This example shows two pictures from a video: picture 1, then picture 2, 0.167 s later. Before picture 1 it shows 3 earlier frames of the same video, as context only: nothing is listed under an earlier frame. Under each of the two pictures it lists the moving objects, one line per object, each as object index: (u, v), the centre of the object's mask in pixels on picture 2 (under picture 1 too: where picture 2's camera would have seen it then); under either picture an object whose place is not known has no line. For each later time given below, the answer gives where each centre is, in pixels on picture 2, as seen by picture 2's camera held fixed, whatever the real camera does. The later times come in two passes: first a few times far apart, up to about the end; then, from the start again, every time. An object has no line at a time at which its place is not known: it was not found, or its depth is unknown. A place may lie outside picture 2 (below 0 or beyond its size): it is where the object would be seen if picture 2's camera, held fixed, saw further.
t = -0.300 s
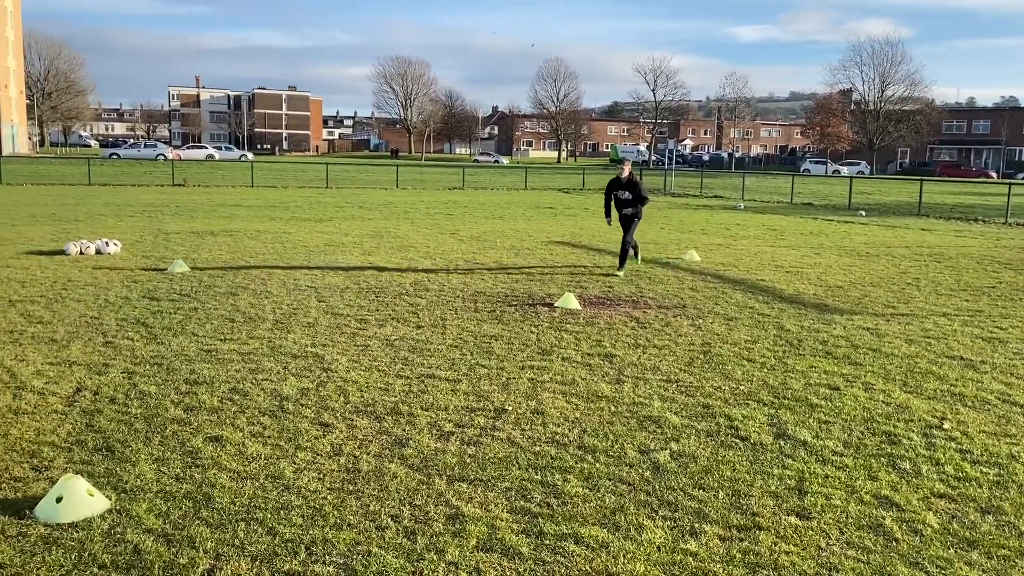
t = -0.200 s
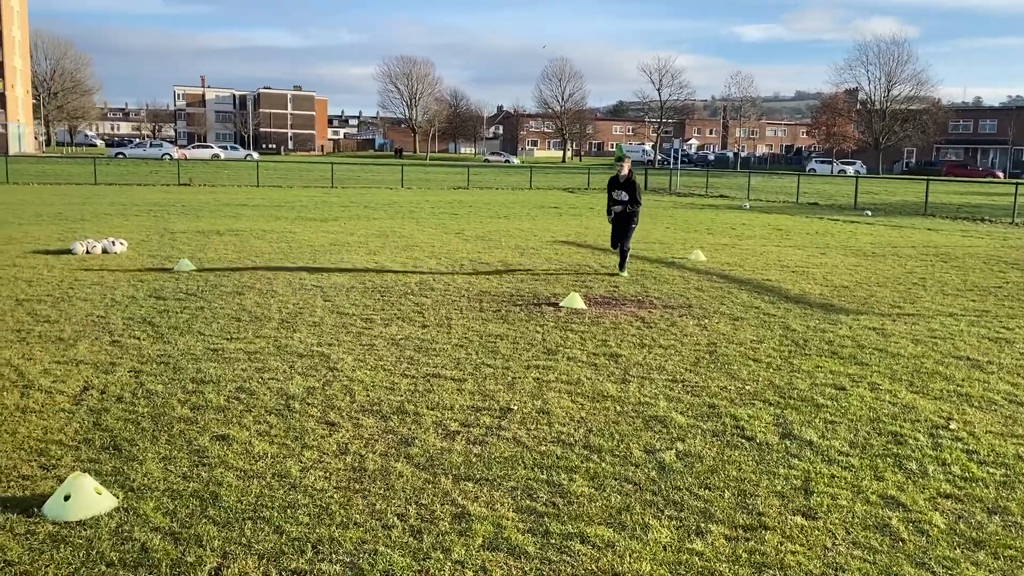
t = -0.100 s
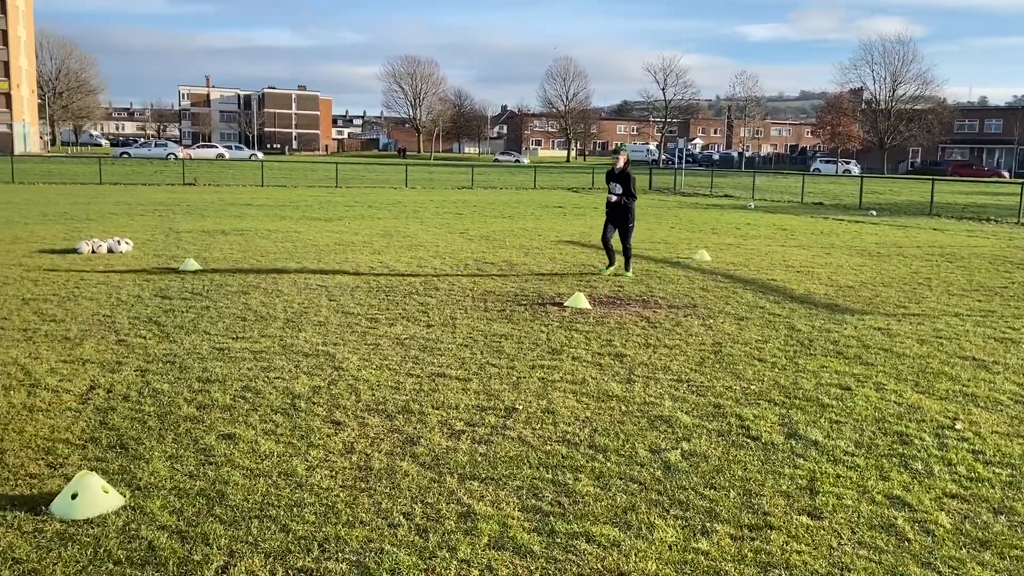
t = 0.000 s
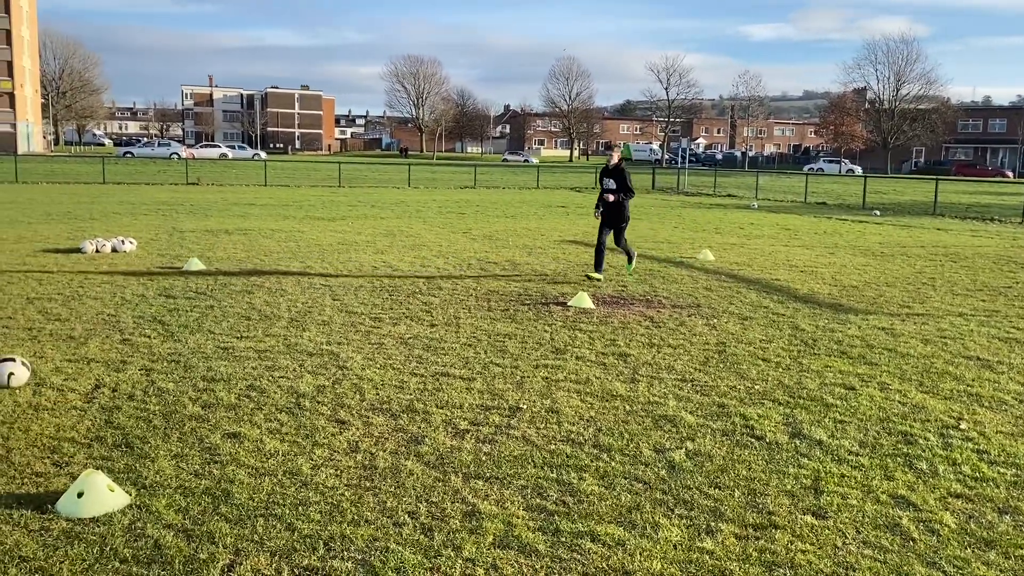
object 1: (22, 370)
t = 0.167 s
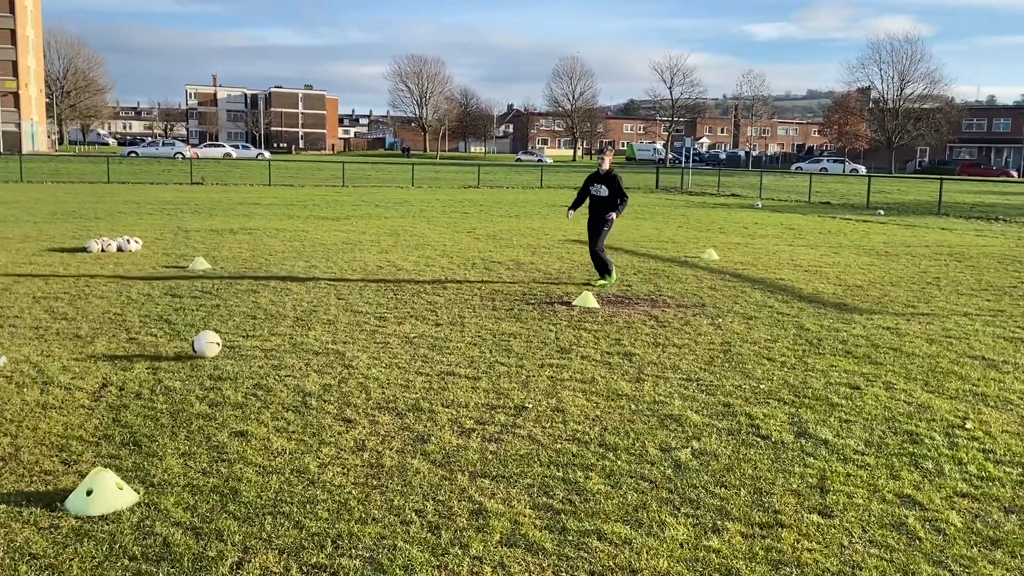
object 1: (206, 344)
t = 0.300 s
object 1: (310, 328)
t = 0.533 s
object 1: (434, 310)
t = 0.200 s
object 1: (234, 338)
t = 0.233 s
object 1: (261, 332)
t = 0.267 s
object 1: (287, 329)
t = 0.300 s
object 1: (310, 328)
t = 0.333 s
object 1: (333, 327)
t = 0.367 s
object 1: (352, 323)
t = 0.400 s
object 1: (371, 319)
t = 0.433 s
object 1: (389, 317)
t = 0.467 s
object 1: (405, 315)
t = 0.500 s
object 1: (421, 314)
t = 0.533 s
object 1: (434, 310)
